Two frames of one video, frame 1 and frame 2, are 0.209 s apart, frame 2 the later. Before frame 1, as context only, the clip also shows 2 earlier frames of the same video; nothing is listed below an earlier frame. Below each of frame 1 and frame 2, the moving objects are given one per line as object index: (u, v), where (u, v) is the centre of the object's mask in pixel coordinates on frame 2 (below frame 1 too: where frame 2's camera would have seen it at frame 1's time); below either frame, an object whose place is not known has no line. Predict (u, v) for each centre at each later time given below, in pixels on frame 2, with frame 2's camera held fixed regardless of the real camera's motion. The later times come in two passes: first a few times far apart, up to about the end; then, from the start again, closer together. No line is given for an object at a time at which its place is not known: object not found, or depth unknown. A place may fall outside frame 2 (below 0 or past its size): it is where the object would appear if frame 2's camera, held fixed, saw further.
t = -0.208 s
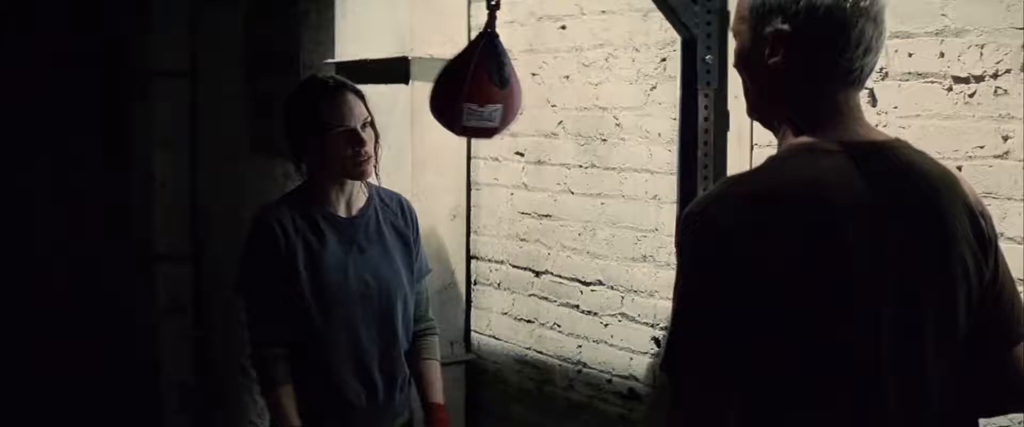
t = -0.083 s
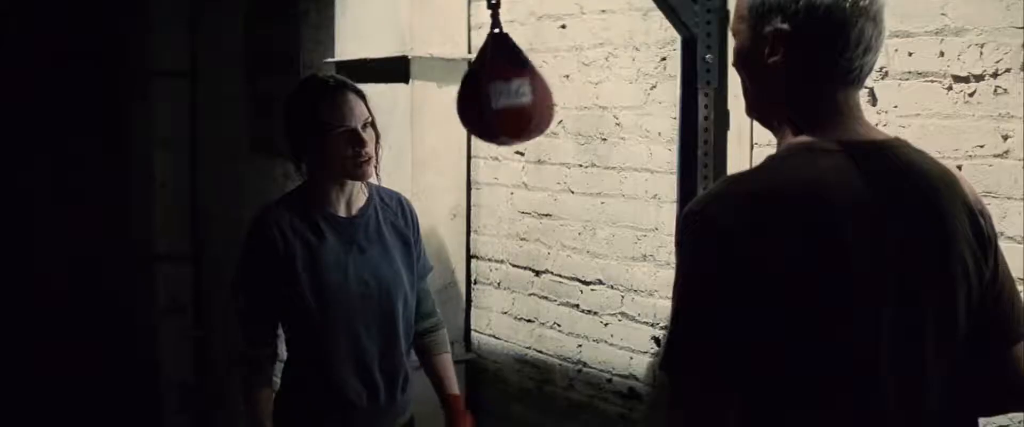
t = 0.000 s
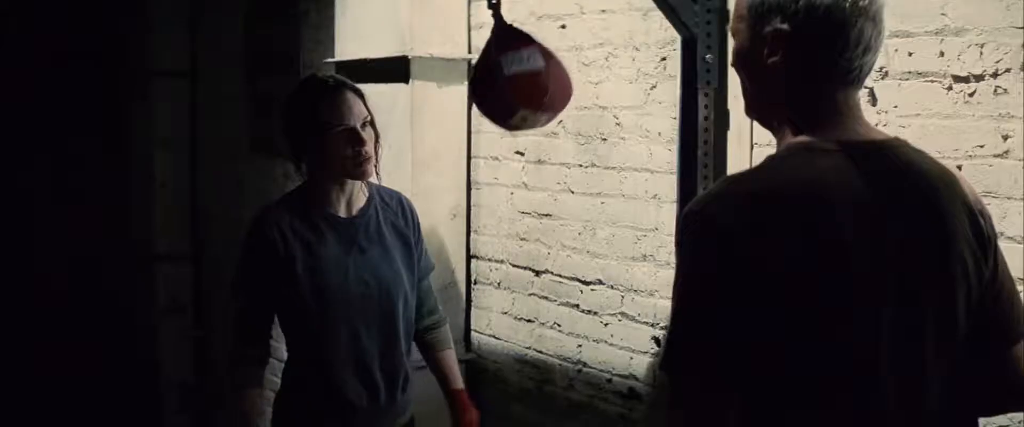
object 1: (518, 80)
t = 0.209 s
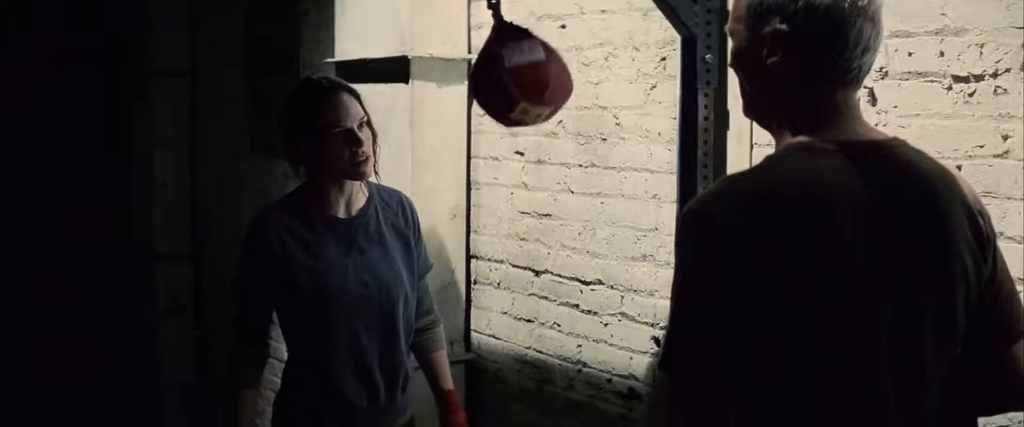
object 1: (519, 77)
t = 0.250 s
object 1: (513, 85)
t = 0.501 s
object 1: (470, 78)
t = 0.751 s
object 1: (476, 85)
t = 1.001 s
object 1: (516, 80)
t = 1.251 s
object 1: (507, 89)
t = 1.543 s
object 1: (470, 73)
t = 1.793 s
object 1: (487, 93)
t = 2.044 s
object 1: (517, 76)
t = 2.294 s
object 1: (496, 95)
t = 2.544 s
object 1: (472, 75)
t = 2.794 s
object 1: (491, 96)
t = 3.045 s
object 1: (514, 77)
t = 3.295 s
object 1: (493, 96)
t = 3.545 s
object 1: (475, 77)
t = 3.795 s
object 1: (497, 96)
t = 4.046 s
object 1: (513, 80)
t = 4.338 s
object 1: (485, 91)
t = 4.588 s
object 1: (480, 83)
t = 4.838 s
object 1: (505, 91)
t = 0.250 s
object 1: (513, 85)
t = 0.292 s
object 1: (506, 91)
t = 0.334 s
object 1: (497, 95)
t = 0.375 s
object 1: (489, 95)
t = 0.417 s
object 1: (481, 91)
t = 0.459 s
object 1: (475, 85)
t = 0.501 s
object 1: (470, 78)
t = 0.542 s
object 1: (467, 72)
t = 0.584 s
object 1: (466, 69)
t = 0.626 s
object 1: (466, 69)
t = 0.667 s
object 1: (468, 72)
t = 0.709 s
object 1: (471, 78)
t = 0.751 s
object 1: (476, 85)
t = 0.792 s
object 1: (482, 91)
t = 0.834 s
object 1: (490, 94)
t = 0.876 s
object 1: (498, 95)
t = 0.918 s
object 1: (505, 92)
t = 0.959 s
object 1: (512, 86)
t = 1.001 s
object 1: (516, 80)
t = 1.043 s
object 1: (519, 74)
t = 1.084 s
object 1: (520, 71)
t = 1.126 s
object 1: (520, 72)
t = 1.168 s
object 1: (517, 76)
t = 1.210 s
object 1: (513, 82)
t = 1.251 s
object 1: (507, 89)
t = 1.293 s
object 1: (501, 94)
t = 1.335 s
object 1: (493, 96)
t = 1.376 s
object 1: (486, 94)
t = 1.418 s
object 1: (480, 89)
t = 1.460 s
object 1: (476, 83)
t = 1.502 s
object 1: (472, 78)
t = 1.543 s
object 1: (470, 73)
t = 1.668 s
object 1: (472, 77)
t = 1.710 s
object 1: (476, 83)
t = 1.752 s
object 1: (481, 89)
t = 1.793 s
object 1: (487, 93)
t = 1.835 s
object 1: (494, 95)
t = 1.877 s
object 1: (501, 94)
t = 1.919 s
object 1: (507, 90)
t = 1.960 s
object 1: (512, 85)
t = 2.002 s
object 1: (515, 79)
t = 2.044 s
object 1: (517, 76)
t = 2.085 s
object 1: (517, 75)
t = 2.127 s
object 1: (515, 77)
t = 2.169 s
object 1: (512, 82)
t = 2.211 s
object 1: (508, 88)
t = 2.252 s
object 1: (502, 93)
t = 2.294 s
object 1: (496, 95)
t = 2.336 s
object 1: (490, 95)
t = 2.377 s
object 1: (484, 92)
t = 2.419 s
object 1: (480, 87)
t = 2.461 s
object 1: (476, 82)
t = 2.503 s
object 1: (473, 77)
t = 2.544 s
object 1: (472, 75)
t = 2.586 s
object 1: (473, 75)
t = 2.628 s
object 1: (474, 78)
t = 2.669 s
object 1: (477, 82)
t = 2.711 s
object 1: (481, 88)
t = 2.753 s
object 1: (486, 93)
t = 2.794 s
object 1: (491, 96)
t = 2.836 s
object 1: (498, 95)
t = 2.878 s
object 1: (503, 93)
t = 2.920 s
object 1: (508, 88)
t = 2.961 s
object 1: (512, 83)
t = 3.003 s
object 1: (514, 79)
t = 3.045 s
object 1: (514, 77)
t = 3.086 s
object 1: (514, 79)
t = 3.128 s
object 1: (512, 82)
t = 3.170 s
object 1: (508, 87)
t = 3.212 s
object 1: (504, 92)
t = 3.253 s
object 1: (498, 95)
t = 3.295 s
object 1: (493, 96)
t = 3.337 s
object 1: (487, 93)
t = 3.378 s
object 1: (483, 89)
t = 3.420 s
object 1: (479, 85)
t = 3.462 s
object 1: (477, 80)
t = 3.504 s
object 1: (475, 77)
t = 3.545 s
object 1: (475, 77)
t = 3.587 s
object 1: (476, 79)
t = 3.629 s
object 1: (479, 83)
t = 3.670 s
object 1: (482, 87)
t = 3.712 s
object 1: (486, 92)
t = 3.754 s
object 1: (491, 95)
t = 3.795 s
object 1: (497, 96)
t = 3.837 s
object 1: (502, 94)
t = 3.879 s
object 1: (507, 90)
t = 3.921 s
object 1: (510, 86)
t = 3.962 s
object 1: (512, 82)
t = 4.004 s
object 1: (513, 80)
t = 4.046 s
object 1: (513, 80)
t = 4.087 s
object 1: (511, 83)
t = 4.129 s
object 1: (508, 87)
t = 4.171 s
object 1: (504, 92)
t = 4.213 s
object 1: (500, 95)
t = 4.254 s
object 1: (494, 96)
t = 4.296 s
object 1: (489, 94)
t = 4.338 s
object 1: (485, 91)
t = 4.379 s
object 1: (482, 87)
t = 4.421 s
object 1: (479, 83)
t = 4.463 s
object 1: (478, 80)
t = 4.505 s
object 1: (478, 79)
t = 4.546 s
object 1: (478, 80)
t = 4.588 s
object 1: (480, 83)
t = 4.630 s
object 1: (483, 87)
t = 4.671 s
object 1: (487, 92)
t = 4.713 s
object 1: (491, 95)
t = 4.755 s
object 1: (496, 96)
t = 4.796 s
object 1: (501, 95)
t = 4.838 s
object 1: (505, 91)
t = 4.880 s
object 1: (508, 88)
